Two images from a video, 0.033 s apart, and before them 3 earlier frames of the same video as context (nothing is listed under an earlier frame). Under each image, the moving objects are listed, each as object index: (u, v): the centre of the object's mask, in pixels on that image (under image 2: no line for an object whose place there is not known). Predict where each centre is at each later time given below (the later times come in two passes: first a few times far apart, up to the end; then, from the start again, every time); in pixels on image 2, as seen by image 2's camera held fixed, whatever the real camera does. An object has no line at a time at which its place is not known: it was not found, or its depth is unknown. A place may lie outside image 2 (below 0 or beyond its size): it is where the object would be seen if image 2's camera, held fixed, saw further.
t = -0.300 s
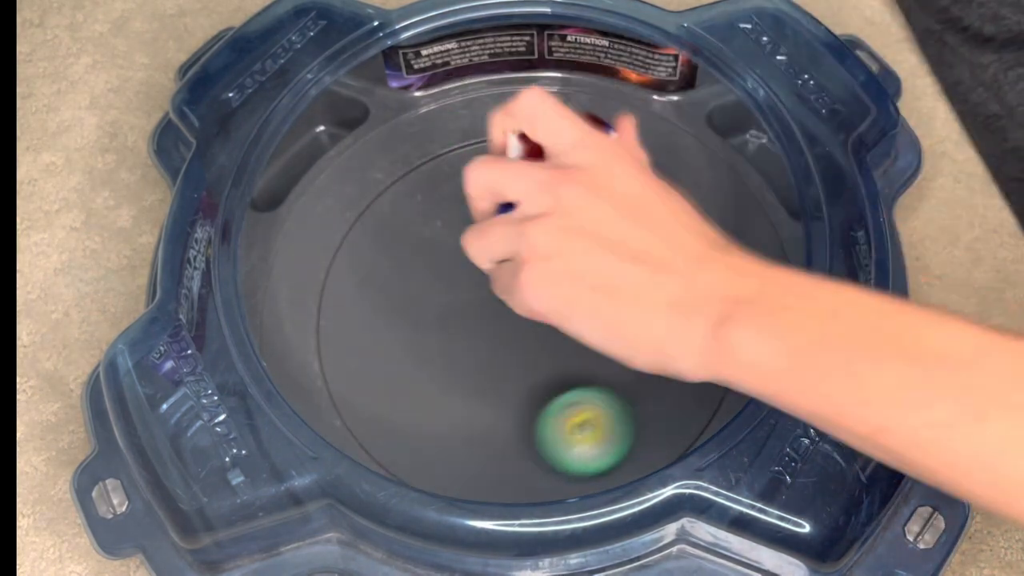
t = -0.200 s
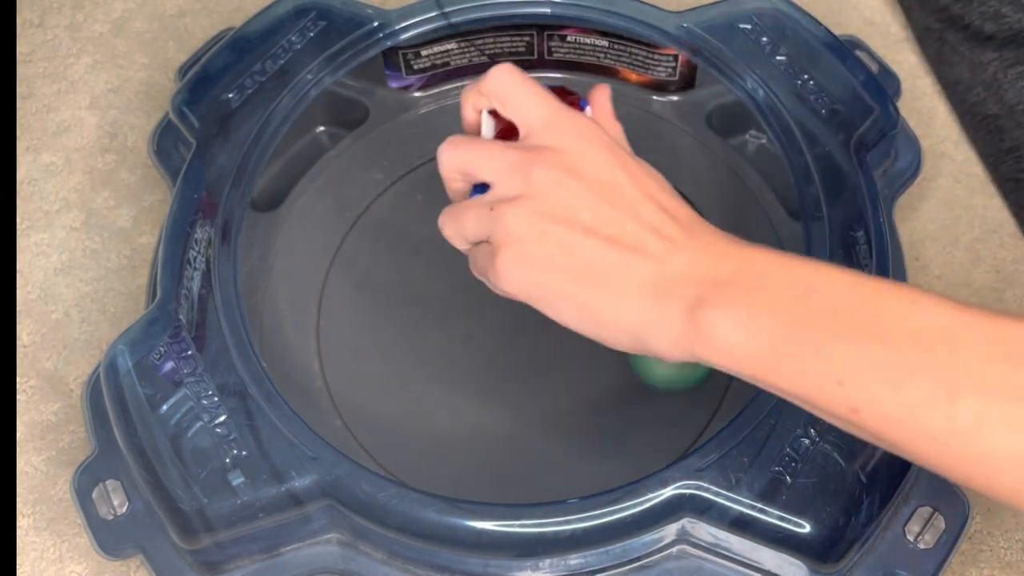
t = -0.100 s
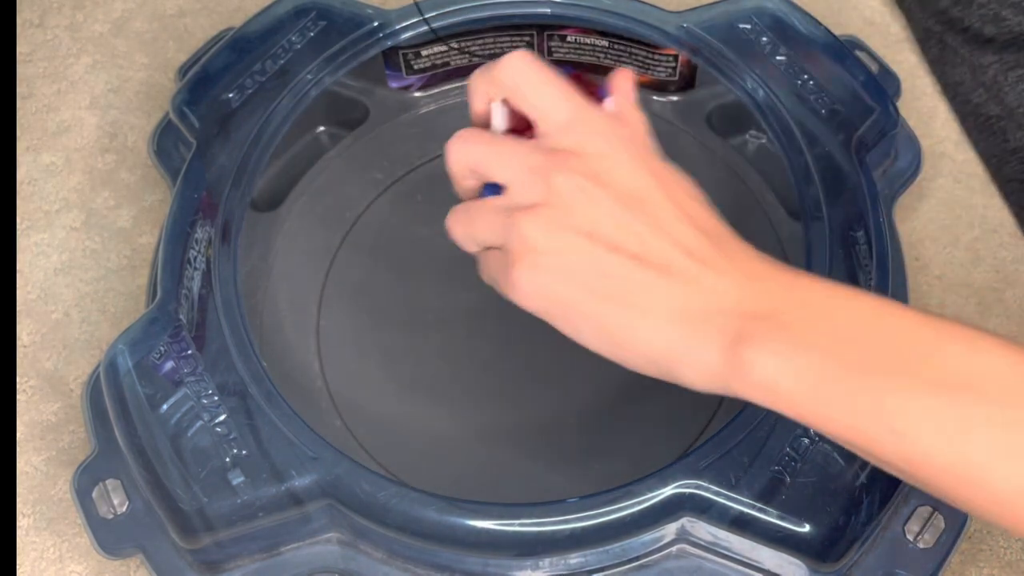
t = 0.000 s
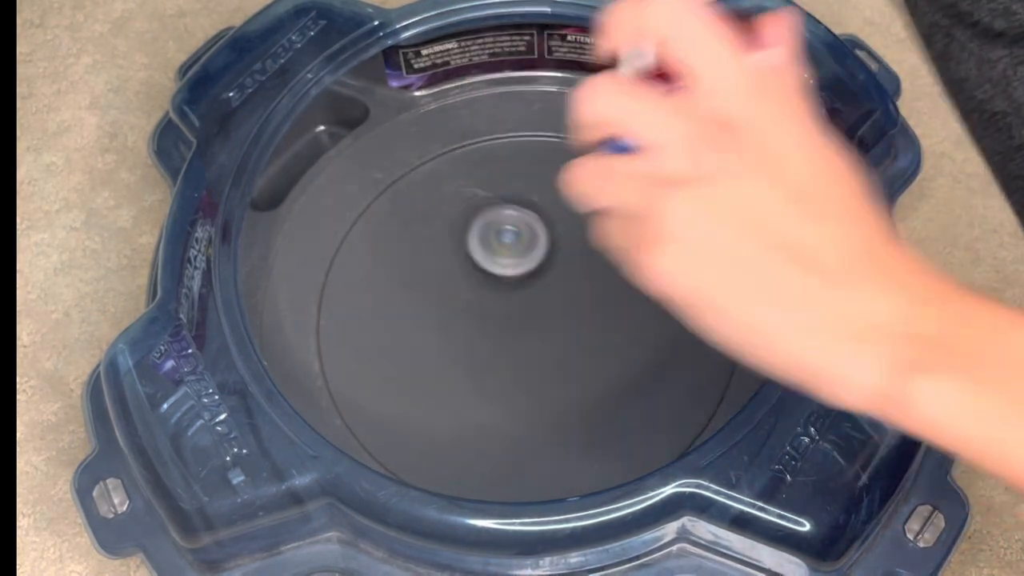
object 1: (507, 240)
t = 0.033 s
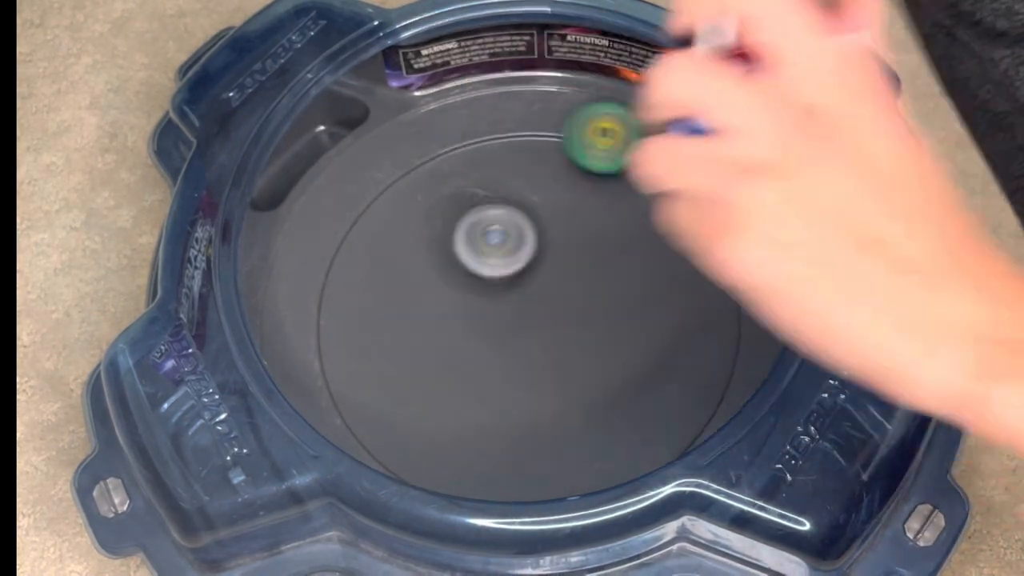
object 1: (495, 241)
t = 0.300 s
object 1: (451, 311)
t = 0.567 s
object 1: (487, 342)
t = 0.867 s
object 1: (484, 250)
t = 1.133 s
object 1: (443, 307)
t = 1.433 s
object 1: (553, 276)
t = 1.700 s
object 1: (504, 225)
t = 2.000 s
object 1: (477, 330)
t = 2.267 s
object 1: (594, 318)
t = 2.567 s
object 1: (559, 224)
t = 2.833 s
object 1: (482, 310)
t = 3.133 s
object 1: (556, 357)
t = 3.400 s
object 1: (579, 304)
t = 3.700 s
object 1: (523, 316)
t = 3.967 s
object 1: (527, 335)
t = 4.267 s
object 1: (510, 295)
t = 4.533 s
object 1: (473, 356)
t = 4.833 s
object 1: (553, 331)
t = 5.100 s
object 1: (586, 322)
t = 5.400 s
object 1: (591, 332)
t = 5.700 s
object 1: (552, 361)
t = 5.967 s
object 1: (496, 345)
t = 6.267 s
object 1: (485, 305)
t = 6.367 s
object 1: (493, 289)
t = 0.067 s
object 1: (482, 251)
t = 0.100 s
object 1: (471, 270)
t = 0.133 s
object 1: (463, 278)
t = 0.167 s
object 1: (456, 281)
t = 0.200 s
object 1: (452, 290)
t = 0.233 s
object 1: (451, 298)
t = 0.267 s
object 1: (451, 304)
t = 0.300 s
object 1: (451, 311)
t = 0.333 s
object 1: (452, 320)
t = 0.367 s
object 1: (454, 327)
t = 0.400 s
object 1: (456, 334)
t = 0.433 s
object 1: (458, 340)
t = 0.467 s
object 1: (463, 344)
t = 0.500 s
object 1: (469, 346)
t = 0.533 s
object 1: (478, 345)
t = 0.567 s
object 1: (487, 342)
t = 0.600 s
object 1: (496, 336)
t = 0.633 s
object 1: (504, 326)
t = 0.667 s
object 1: (509, 314)
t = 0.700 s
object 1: (510, 300)
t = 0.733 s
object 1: (508, 286)
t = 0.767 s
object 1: (504, 273)
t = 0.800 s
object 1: (497, 263)
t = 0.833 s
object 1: (491, 254)
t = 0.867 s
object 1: (484, 250)
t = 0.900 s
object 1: (477, 250)
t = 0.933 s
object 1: (470, 253)
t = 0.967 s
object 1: (463, 258)
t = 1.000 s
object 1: (457, 267)
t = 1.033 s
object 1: (451, 275)
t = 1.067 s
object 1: (446, 285)
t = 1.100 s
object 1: (443, 297)
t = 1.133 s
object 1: (443, 307)
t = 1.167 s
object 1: (449, 316)
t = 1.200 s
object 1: (459, 322)
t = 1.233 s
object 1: (472, 325)
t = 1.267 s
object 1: (488, 325)
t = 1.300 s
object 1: (504, 321)
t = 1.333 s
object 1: (520, 313)
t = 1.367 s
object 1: (535, 302)
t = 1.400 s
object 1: (546, 290)
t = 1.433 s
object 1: (553, 276)
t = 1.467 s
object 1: (557, 263)
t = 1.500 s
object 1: (558, 251)
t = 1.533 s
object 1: (555, 242)
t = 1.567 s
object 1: (549, 234)
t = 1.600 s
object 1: (539, 227)
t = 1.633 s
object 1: (529, 224)
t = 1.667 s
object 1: (516, 224)
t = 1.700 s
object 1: (504, 225)
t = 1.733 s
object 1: (490, 227)
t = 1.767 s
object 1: (476, 231)
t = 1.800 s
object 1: (463, 239)
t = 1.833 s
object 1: (452, 250)
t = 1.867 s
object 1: (445, 265)
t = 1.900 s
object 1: (444, 280)
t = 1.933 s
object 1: (449, 297)
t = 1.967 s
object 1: (461, 315)
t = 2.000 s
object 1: (477, 330)
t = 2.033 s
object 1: (496, 341)
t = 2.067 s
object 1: (516, 348)
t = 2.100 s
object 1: (534, 351)
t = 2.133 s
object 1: (551, 351)
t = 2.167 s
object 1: (566, 346)
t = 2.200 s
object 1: (578, 339)
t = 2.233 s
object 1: (587, 330)
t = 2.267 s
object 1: (594, 318)
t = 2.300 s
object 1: (599, 305)
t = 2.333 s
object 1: (603, 291)
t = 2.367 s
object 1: (604, 277)
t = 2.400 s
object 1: (604, 266)
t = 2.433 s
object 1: (600, 255)
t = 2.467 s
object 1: (594, 245)
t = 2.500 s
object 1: (586, 235)
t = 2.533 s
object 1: (574, 227)
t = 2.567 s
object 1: (559, 224)
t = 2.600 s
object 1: (543, 224)
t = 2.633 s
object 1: (527, 229)
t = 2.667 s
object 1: (511, 238)
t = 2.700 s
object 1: (498, 249)
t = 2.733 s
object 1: (489, 263)
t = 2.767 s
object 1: (483, 279)
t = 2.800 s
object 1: (481, 295)
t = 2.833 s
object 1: (482, 310)
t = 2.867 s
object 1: (486, 325)
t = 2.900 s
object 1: (492, 337)
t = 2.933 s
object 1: (500, 348)
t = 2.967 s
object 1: (509, 356)
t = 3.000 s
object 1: (520, 360)
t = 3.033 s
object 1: (531, 362)
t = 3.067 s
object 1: (543, 362)
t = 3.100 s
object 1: (554, 360)
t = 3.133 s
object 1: (556, 357)
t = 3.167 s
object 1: (557, 352)
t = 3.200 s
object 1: (559, 346)
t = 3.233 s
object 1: (564, 340)
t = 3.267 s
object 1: (570, 333)
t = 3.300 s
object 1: (575, 325)
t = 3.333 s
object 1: (580, 318)
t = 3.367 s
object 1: (582, 311)
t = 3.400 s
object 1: (579, 304)
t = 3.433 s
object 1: (575, 300)
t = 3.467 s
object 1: (569, 296)
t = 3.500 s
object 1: (564, 294)
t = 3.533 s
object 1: (559, 296)
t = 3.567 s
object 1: (551, 298)
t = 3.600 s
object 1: (542, 301)
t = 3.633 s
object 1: (534, 305)
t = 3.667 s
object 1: (527, 311)
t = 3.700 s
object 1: (523, 316)
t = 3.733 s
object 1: (519, 319)
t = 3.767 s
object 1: (517, 322)
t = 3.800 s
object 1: (516, 324)
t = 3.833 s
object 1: (515, 325)
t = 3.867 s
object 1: (516, 325)
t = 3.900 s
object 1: (520, 326)
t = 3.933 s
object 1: (523, 331)
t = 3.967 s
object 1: (527, 335)
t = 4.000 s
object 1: (533, 339)
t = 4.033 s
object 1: (539, 339)
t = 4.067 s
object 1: (549, 334)
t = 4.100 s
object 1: (552, 319)
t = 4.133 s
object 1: (551, 304)
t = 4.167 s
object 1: (547, 296)
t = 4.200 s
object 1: (534, 294)
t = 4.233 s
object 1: (518, 294)
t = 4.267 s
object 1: (510, 295)
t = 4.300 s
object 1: (474, 286)
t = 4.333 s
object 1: (438, 282)
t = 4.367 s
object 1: (421, 293)
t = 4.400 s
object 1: (422, 313)
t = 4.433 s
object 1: (432, 331)
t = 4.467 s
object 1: (447, 344)
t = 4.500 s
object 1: (466, 349)
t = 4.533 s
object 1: (473, 356)
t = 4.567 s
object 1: (477, 364)
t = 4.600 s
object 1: (484, 365)
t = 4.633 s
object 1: (492, 364)
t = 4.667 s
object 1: (507, 361)
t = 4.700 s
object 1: (530, 359)
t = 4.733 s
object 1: (549, 359)
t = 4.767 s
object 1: (555, 351)
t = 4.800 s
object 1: (555, 340)
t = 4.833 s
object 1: (553, 331)
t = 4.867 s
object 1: (550, 323)
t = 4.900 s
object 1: (547, 316)
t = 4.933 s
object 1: (552, 316)
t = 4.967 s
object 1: (555, 317)
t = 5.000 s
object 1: (556, 316)
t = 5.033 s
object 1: (568, 321)
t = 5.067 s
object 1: (584, 326)
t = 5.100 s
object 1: (586, 322)
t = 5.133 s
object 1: (581, 317)
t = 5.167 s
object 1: (577, 313)
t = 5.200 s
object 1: (572, 311)
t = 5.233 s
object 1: (584, 322)
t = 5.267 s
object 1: (601, 336)
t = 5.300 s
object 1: (603, 340)
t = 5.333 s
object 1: (600, 338)
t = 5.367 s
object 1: (597, 335)
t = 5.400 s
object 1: (591, 332)
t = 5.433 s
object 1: (584, 331)
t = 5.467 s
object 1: (577, 330)
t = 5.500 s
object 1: (570, 331)
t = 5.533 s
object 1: (570, 341)
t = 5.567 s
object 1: (571, 355)
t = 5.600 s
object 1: (568, 360)
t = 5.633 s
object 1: (563, 361)
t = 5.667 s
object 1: (558, 361)
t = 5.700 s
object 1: (552, 361)
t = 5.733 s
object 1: (546, 359)
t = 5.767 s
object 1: (539, 357)
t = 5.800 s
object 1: (531, 355)
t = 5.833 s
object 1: (523, 353)
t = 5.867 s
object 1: (515, 352)
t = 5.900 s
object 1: (508, 350)
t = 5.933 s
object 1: (502, 347)
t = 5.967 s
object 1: (496, 345)
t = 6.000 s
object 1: (491, 342)
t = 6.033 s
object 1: (488, 338)
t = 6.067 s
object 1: (485, 334)
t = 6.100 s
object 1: (483, 330)
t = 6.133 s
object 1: (483, 325)
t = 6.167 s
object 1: (483, 320)
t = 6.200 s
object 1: (483, 314)
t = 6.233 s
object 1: (483, 309)
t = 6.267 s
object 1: (485, 305)
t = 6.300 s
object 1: (489, 300)
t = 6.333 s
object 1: (491, 295)
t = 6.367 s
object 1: (493, 289)
